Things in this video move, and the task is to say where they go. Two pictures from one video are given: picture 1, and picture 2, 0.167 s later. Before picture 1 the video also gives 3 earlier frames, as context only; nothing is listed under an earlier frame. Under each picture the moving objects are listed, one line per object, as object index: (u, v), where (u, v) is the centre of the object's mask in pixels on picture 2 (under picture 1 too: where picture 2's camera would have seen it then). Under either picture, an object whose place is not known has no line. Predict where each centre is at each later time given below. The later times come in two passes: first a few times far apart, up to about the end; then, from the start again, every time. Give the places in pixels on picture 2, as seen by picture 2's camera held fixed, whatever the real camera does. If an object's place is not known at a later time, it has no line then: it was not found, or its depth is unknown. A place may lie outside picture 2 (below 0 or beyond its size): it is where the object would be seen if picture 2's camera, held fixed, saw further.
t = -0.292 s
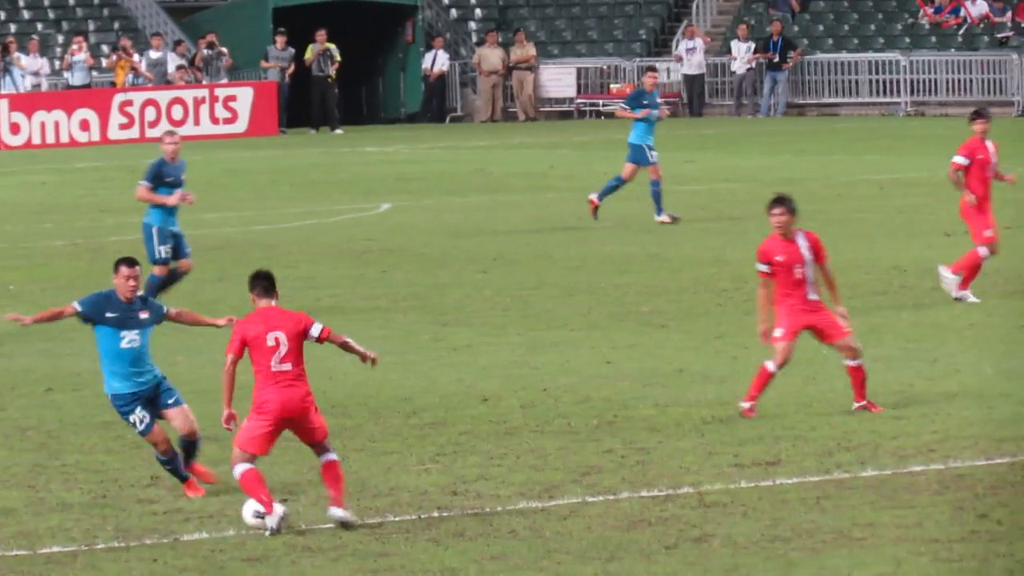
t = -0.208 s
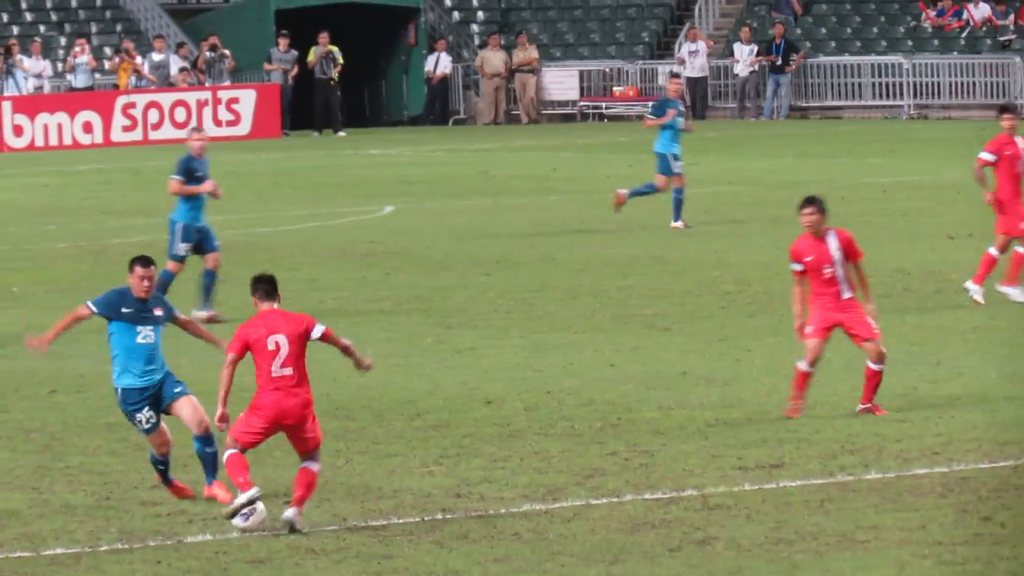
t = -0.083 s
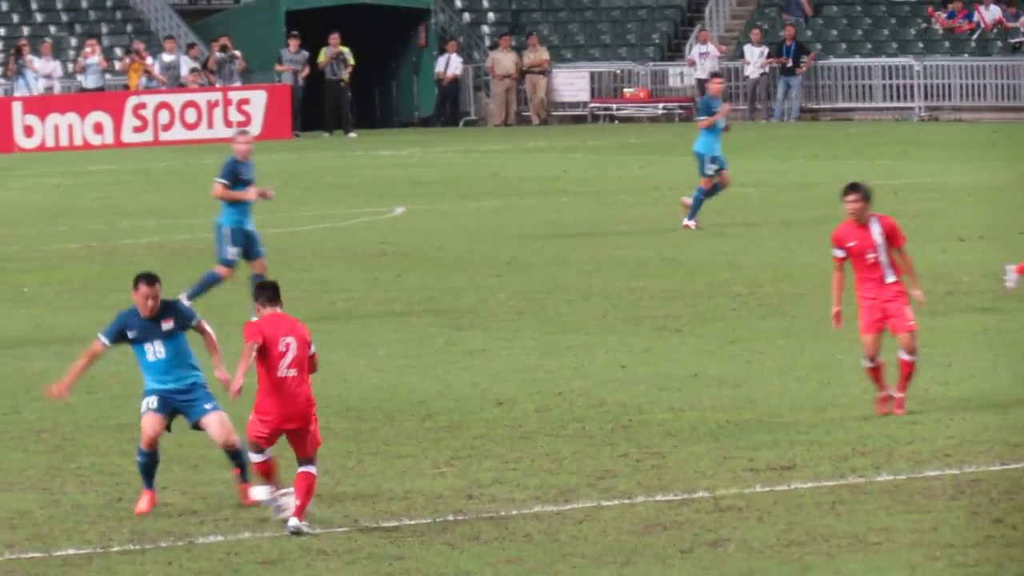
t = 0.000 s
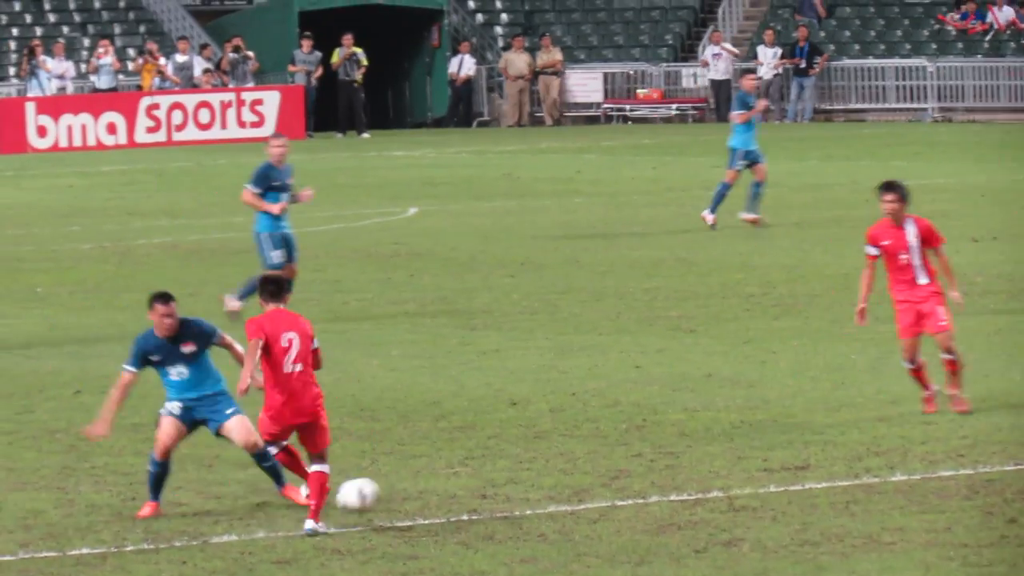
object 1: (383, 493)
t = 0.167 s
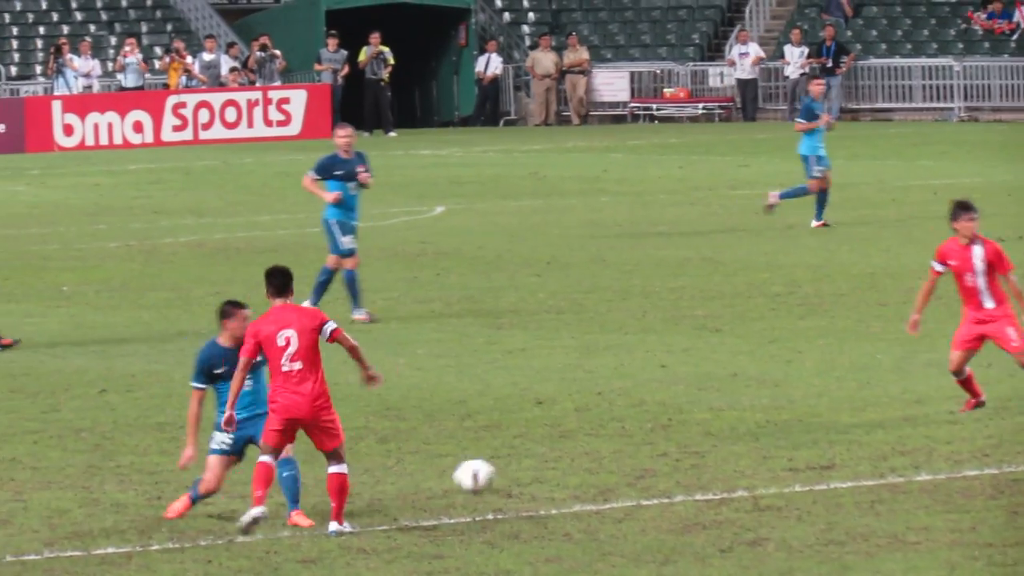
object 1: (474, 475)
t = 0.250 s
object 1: (514, 467)
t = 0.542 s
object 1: (627, 444)
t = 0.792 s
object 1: (708, 425)
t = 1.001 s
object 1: (772, 416)
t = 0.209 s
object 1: (494, 472)
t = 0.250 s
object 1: (514, 467)
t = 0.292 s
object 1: (533, 464)
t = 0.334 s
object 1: (550, 459)
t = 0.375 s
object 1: (567, 456)
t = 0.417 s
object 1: (584, 455)
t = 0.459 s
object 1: (598, 449)
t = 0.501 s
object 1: (613, 445)
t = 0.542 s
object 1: (627, 444)
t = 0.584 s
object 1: (642, 442)
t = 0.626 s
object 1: (656, 439)
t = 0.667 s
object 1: (669, 437)
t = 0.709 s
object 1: (682, 435)
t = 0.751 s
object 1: (695, 428)
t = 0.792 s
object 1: (708, 425)
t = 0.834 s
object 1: (721, 425)
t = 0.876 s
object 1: (734, 424)
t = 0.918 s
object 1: (747, 421)
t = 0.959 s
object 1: (759, 419)
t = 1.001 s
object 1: (772, 416)
